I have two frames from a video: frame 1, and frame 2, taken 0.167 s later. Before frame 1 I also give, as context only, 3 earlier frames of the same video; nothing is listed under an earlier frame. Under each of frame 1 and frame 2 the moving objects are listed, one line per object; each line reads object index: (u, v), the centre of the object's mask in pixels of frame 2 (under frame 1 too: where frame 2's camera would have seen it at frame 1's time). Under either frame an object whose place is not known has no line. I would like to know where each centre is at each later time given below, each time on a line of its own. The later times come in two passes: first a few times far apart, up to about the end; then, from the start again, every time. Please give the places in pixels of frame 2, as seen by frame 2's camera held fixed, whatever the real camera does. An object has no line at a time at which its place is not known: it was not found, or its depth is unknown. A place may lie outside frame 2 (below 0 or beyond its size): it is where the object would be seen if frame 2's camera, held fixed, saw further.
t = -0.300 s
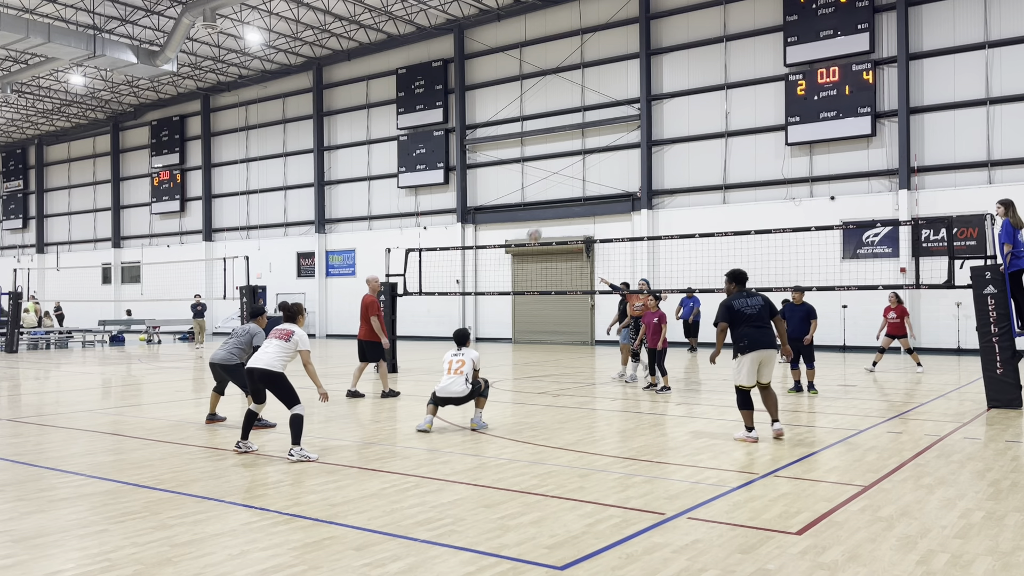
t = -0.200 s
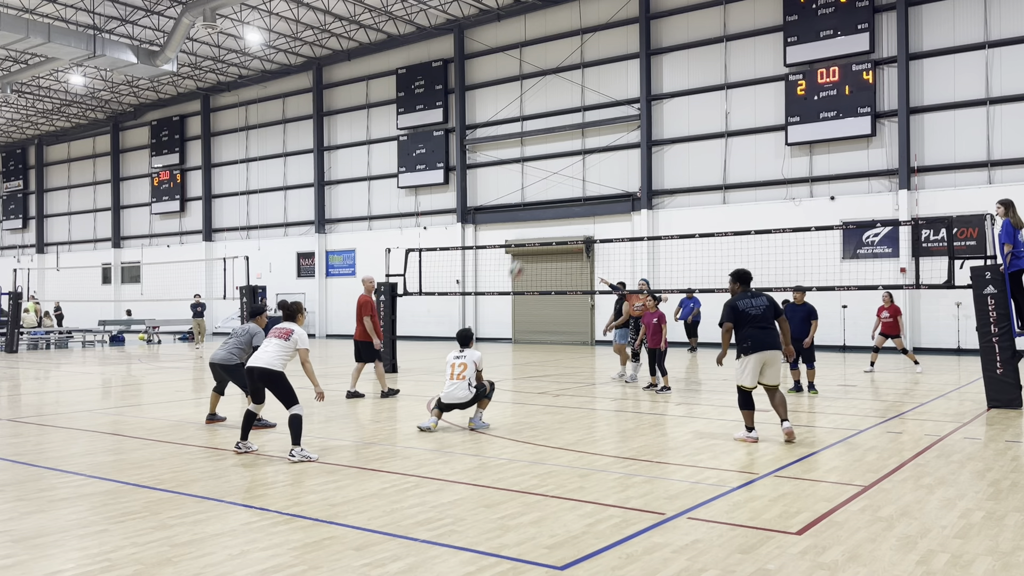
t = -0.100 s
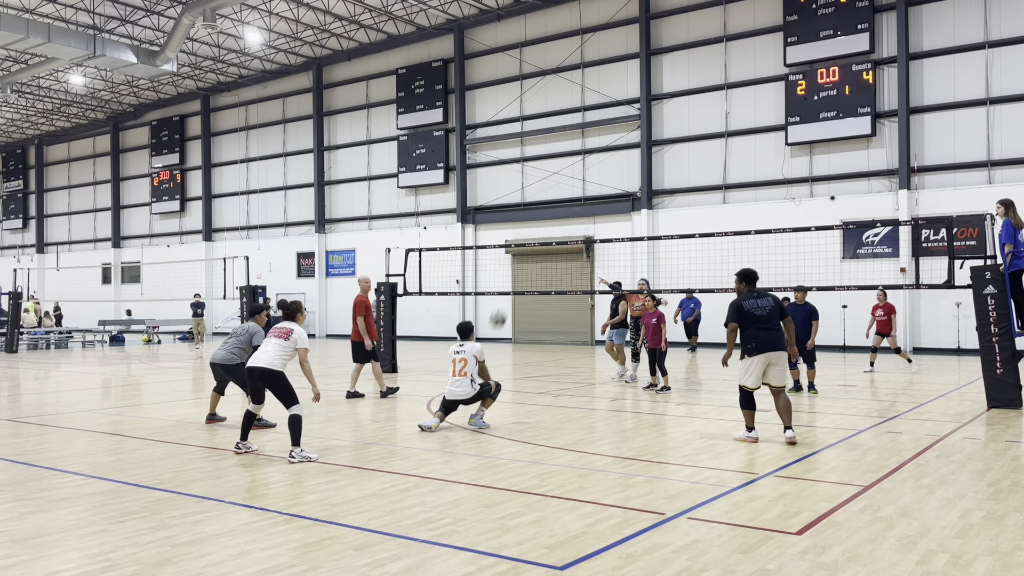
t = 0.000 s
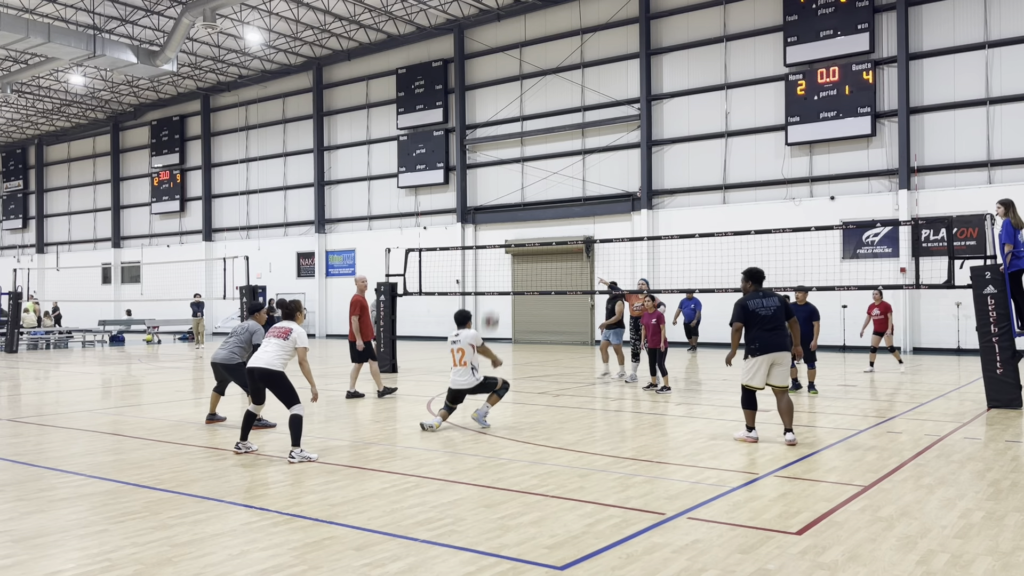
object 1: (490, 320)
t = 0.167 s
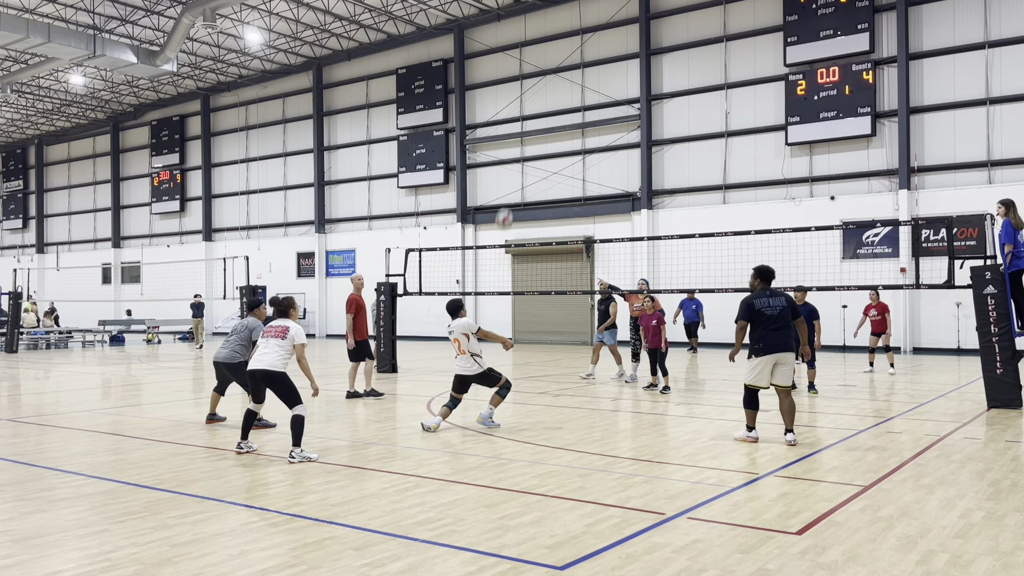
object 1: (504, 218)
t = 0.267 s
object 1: (512, 174)
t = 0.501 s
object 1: (527, 103)
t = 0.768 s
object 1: (542, 81)
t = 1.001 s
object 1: (555, 107)
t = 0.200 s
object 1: (506, 204)
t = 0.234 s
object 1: (509, 187)
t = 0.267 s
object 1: (512, 174)
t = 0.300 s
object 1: (514, 162)
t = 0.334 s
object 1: (516, 147)
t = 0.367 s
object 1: (518, 137)
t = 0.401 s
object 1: (520, 127)
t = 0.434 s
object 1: (522, 119)
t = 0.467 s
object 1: (524, 111)
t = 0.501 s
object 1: (527, 103)
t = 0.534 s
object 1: (528, 97)
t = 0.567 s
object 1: (530, 92)
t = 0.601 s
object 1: (532, 88)
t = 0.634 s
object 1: (534, 85)
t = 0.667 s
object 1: (536, 83)
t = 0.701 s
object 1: (538, 81)
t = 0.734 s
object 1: (540, 81)
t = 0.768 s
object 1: (542, 81)
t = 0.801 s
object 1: (544, 82)
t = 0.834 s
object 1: (545, 85)
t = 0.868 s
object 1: (547, 87)
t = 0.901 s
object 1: (549, 91)
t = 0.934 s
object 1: (551, 96)
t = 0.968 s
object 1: (553, 101)
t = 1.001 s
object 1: (555, 107)
